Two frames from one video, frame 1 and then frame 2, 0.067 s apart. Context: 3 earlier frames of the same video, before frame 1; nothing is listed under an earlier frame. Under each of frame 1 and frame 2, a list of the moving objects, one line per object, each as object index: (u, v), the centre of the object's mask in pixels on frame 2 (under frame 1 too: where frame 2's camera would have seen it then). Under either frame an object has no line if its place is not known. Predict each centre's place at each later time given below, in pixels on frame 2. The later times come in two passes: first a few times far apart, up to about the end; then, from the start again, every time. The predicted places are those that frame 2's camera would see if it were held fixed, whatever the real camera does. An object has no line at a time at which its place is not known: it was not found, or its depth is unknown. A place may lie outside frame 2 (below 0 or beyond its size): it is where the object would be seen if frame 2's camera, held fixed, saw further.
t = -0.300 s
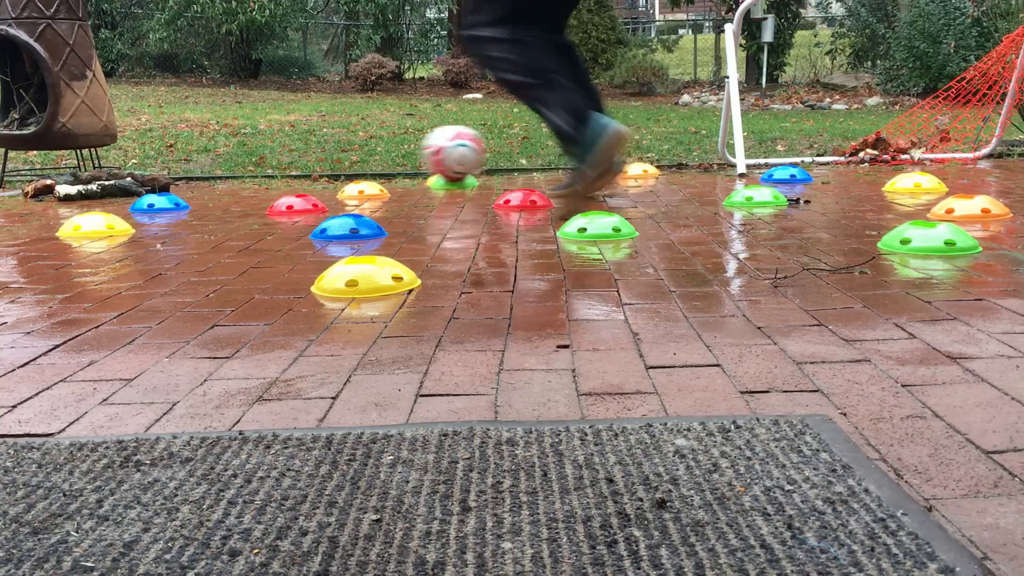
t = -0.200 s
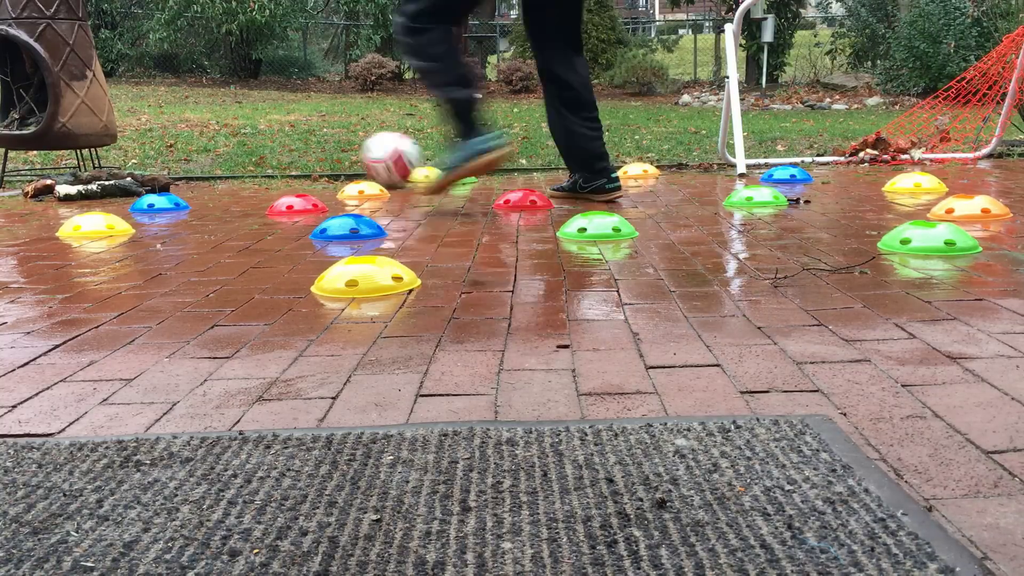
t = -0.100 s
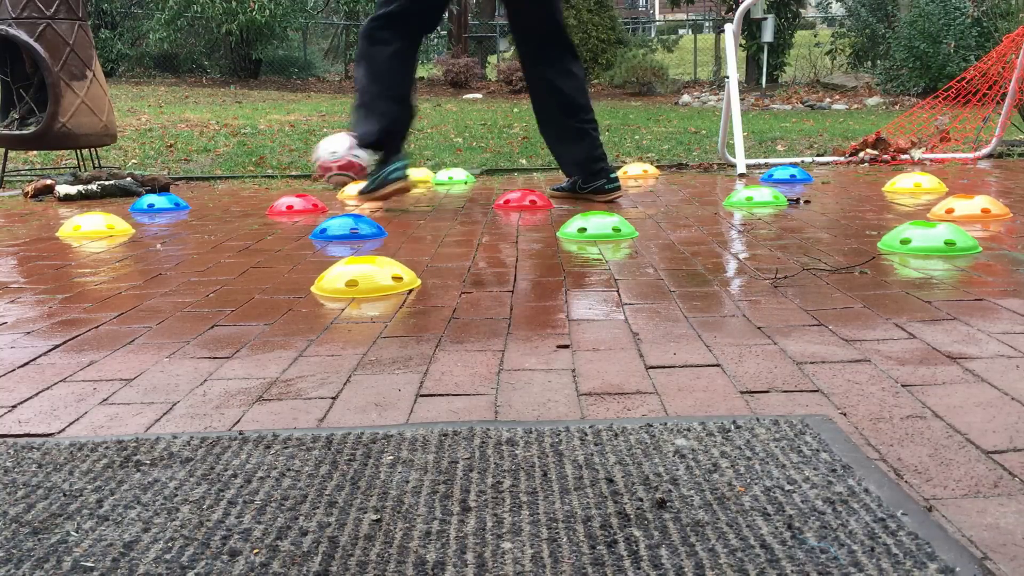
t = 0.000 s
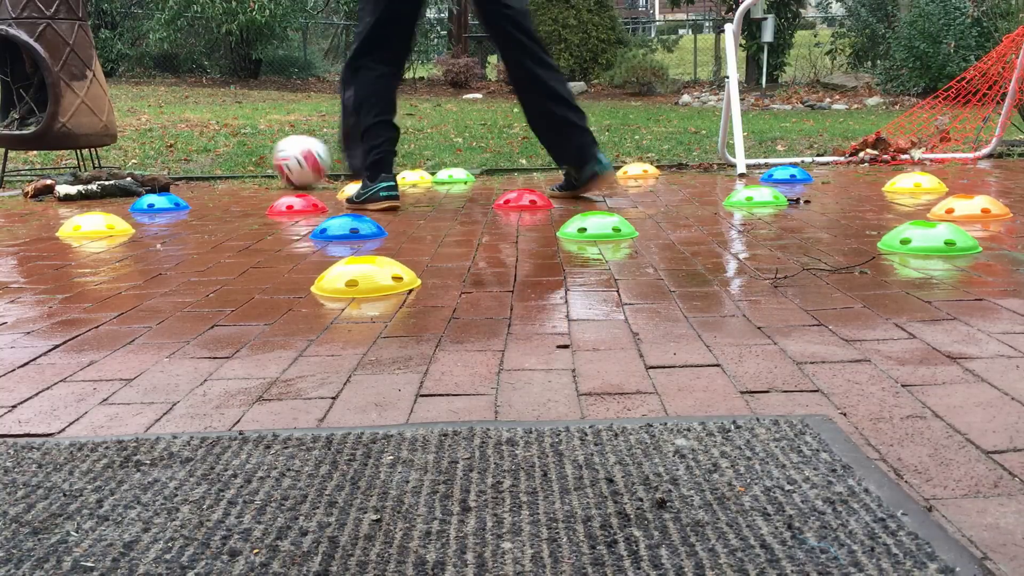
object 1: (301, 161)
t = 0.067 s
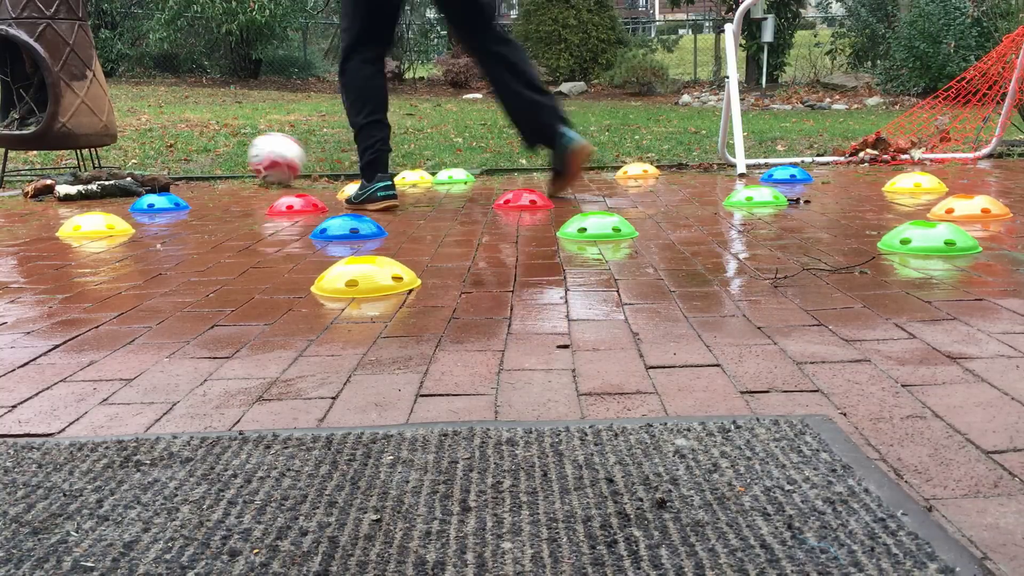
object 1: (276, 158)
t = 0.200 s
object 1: (230, 157)
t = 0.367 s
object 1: (174, 158)
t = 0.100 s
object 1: (265, 157)
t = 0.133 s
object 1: (253, 158)
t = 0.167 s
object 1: (241, 157)
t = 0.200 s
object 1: (230, 157)
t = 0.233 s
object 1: (218, 159)
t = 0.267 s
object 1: (207, 159)
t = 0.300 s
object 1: (196, 160)
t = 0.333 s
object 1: (185, 159)
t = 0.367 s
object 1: (174, 158)
